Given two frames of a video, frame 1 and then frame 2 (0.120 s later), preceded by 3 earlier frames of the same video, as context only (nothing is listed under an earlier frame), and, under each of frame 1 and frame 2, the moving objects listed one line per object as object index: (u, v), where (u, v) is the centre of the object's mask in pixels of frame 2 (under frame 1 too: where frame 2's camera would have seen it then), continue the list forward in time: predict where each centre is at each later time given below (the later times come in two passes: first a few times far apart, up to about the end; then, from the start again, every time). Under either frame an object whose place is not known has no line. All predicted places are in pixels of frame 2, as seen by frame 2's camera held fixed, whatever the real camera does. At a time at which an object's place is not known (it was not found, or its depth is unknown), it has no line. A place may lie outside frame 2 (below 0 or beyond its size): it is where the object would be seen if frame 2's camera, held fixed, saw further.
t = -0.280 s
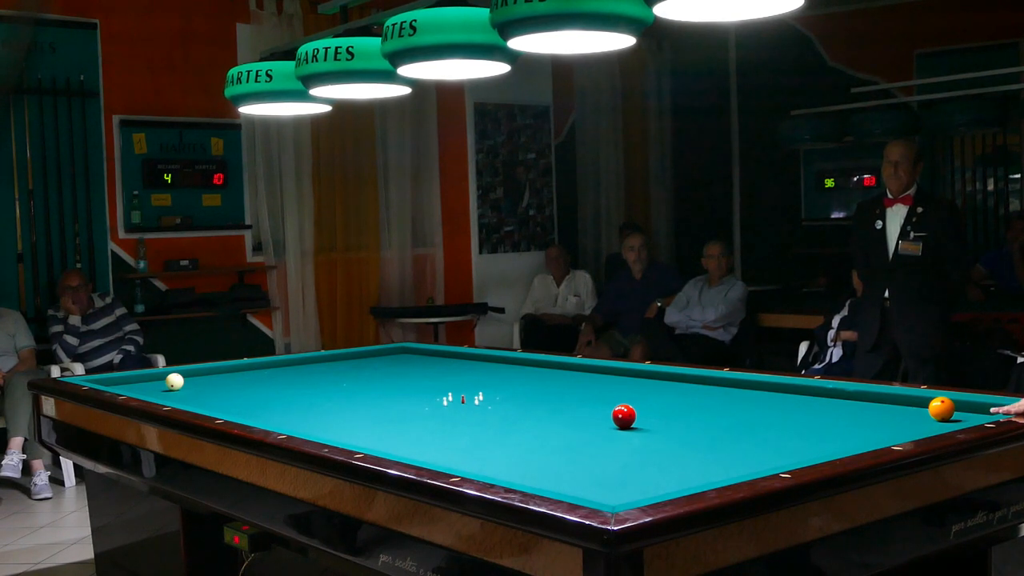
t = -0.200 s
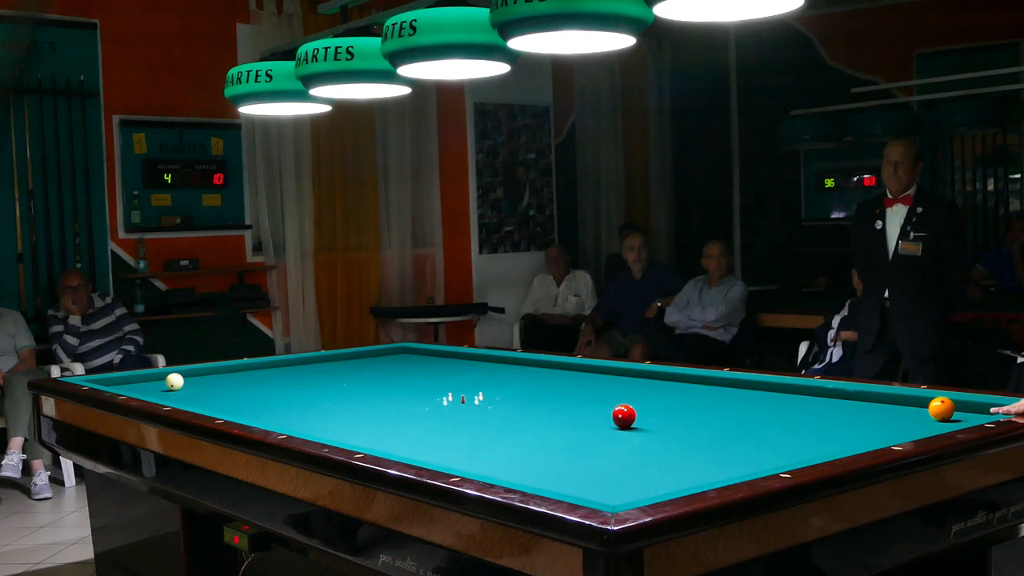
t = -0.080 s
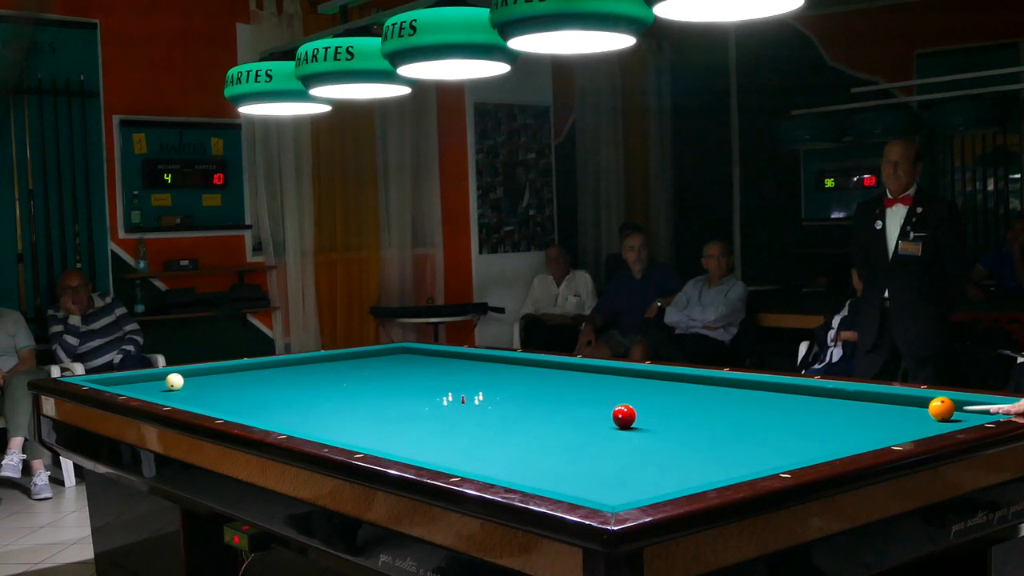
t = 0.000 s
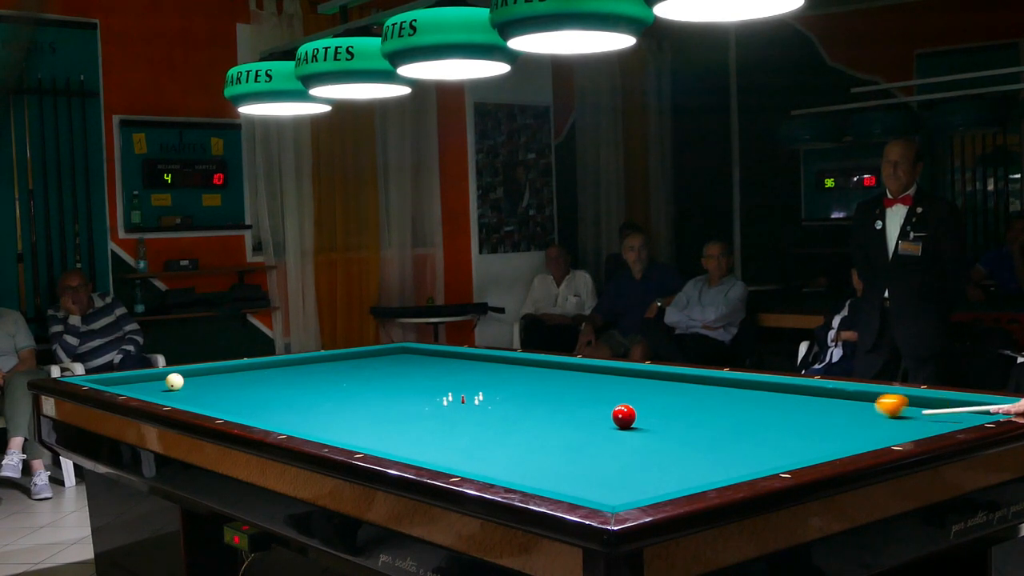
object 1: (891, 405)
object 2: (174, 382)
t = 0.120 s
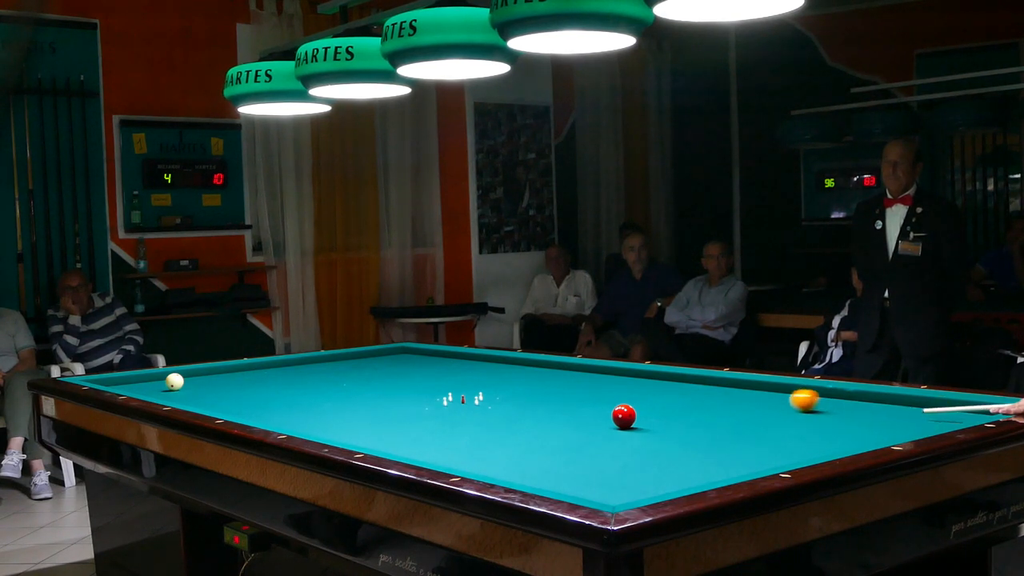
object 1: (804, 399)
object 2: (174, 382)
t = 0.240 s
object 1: (732, 396)
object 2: (174, 382)
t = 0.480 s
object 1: (618, 390)
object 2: (174, 382)
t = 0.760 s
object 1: (504, 384)
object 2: (174, 382)
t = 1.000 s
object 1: (419, 379)
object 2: (174, 382)
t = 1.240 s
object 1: (342, 375)
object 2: (174, 382)
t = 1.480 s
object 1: (273, 372)
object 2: (174, 382)
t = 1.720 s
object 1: (211, 369)
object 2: (174, 382)
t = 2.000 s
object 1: (188, 377)
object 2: (174, 382)
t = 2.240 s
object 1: (186, 380)
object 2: (149, 388)
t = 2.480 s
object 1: (187, 382)
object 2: (141, 390)
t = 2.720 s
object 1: (187, 384)
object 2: (166, 391)
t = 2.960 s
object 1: (186, 382)
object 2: (190, 391)
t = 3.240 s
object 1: (189, 388)
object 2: (218, 390)
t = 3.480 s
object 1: (190, 390)
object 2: (240, 390)
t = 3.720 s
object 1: (190, 392)
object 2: (262, 389)
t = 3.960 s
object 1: (190, 394)
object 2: (283, 389)
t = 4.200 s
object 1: (190, 395)
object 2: (303, 388)
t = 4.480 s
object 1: (191, 397)
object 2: (326, 387)
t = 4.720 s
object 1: (191, 398)
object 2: (344, 387)
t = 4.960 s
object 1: (191, 399)
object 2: (362, 386)
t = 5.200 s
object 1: (190, 400)
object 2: (379, 386)
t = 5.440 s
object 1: (190, 400)
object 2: (396, 385)
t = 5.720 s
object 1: (190, 401)
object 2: (414, 385)
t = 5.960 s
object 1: (190, 402)
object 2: (428, 385)
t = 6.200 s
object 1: (193, 402)
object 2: (442, 384)
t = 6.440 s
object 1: (197, 403)
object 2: (455, 384)
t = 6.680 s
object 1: (200, 403)
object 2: (468, 384)
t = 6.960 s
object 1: (203, 404)
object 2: (481, 383)
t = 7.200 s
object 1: (207, 404)
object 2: (491, 383)
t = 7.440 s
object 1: (208, 404)
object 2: (502, 382)
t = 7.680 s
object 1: (210, 405)
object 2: (511, 382)
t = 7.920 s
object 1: (210, 405)
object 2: (519, 382)
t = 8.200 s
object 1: (210, 405)
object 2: (528, 382)
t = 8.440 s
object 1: (210, 405)
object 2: (535, 382)
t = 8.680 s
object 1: (210, 405)
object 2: (541, 381)
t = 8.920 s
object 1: (210, 405)
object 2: (546, 381)
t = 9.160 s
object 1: (210, 405)
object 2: (551, 381)
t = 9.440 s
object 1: (210, 405)
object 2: (555, 381)
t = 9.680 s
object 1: (210, 405)
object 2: (558, 381)
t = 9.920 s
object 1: (210, 405)
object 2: (560, 381)
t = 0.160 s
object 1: (778, 398)
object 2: (174, 382)
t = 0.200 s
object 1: (755, 397)
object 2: (174, 382)
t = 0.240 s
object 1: (732, 396)
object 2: (174, 382)
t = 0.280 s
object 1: (711, 394)
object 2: (174, 382)
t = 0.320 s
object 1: (690, 394)
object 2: (174, 382)
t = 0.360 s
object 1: (672, 392)
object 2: (174, 382)
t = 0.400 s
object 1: (653, 392)
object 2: (174, 382)
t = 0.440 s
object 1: (635, 390)
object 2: (174, 382)
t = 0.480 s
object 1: (618, 390)
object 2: (174, 382)
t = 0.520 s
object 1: (600, 389)
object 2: (174, 382)
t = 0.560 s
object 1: (584, 388)
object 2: (174, 382)
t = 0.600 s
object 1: (567, 387)
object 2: (174, 382)
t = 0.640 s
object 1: (551, 386)
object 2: (174, 382)
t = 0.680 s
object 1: (535, 386)
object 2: (174, 382)
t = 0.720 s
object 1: (520, 385)
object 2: (174, 382)
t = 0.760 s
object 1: (504, 384)
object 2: (174, 382)
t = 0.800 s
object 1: (490, 383)
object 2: (174, 382)
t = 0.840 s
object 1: (474, 382)
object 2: (174, 382)
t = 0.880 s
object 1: (460, 381)
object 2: (174, 382)
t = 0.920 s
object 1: (446, 381)
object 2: (174, 382)
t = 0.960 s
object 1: (432, 380)
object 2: (174, 382)
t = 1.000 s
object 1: (419, 379)
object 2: (174, 382)
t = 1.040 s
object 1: (405, 379)
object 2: (174, 382)
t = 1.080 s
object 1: (392, 378)
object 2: (174, 382)
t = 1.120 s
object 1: (380, 377)
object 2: (174, 382)
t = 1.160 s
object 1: (366, 377)
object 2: (174, 382)
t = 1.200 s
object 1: (354, 376)
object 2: (174, 382)
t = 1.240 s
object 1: (342, 375)
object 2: (174, 382)
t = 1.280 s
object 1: (330, 374)
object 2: (174, 382)
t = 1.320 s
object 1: (318, 374)
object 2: (174, 382)
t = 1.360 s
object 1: (306, 374)
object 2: (174, 382)
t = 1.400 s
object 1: (295, 373)
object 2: (174, 382)
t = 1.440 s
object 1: (284, 372)
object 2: (174, 382)
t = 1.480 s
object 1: (273, 372)
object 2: (174, 382)
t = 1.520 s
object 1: (262, 371)
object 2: (174, 382)
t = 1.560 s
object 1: (252, 371)
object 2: (174, 382)
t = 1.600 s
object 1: (241, 370)
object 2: (174, 382)
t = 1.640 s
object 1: (231, 370)
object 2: (174, 382)
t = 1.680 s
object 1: (221, 369)
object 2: (174, 382)
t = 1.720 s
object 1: (211, 369)
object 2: (174, 382)
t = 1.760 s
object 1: (204, 369)
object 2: (174, 382)
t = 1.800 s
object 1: (202, 371)
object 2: (174, 382)
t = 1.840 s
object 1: (199, 372)
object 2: (174, 382)
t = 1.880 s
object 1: (196, 373)
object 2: (174, 382)
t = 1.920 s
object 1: (193, 375)
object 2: (174, 382)
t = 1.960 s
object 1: (190, 377)
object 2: (174, 382)
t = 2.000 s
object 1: (188, 377)
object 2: (174, 382)
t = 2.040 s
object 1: (186, 378)
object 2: (172, 382)
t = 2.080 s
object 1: (185, 379)
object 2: (167, 383)
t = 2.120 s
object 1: (185, 379)
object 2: (162, 385)
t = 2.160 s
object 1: (186, 380)
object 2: (157, 386)
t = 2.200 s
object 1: (186, 380)
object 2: (153, 387)
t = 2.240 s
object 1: (186, 380)
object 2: (149, 388)
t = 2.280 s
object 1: (186, 381)
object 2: (145, 388)
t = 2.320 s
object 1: (186, 381)
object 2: (141, 388)
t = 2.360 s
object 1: (186, 381)
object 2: (136, 389)
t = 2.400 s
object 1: (187, 382)
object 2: (132, 389)
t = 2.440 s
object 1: (187, 382)
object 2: (136, 389)
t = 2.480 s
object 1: (187, 382)
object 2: (141, 390)
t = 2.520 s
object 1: (187, 383)
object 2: (146, 390)
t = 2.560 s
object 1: (187, 383)
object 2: (150, 390)
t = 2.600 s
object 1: (187, 383)
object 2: (154, 391)
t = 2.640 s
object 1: (187, 384)
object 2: (158, 391)
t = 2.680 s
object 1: (188, 384)
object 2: (162, 391)
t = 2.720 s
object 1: (187, 384)
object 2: (166, 391)
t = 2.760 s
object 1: (188, 384)
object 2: (170, 391)
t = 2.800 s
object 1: (189, 384)
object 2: (174, 391)
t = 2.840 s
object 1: (190, 384)
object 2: (178, 391)
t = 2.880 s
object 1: (191, 383)
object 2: (182, 391)
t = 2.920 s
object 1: (190, 382)
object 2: (186, 391)
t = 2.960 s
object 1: (186, 382)
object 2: (190, 391)
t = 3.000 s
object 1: (186, 385)
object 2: (195, 391)
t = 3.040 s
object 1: (186, 386)
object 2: (199, 391)
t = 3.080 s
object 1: (187, 387)
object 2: (202, 391)
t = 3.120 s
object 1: (189, 387)
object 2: (206, 390)
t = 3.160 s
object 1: (189, 388)
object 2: (210, 390)
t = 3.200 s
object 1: (189, 388)
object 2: (214, 390)
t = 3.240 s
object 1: (189, 388)
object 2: (218, 390)
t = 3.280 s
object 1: (189, 388)
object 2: (221, 390)
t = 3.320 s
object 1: (189, 389)
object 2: (225, 390)
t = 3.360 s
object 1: (189, 389)
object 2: (229, 390)
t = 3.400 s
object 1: (189, 390)
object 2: (233, 390)
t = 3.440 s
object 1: (190, 390)
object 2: (236, 390)
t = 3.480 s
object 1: (190, 390)
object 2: (240, 390)
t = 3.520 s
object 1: (190, 390)
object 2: (244, 390)
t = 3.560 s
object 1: (190, 391)
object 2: (248, 389)
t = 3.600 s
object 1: (190, 391)
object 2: (251, 389)
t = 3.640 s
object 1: (189, 391)
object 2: (255, 389)
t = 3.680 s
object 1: (190, 392)
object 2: (259, 389)
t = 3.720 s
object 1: (190, 392)
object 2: (262, 389)
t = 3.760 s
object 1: (190, 392)
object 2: (266, 389)
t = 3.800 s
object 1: (190, 393)
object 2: (269, 389)
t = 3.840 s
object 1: (190, 393)
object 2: (272, 389)
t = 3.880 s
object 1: (190, 393)
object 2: (276, 389)
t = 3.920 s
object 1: (190, 393)
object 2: (280, 389)
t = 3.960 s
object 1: (190, 394)
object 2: (283, 389)
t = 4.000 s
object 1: (190, 394)
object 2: (286, 388)
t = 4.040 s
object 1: (190, 394)
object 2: (290, 388)
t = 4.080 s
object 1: (190, 395)
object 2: (293, 388)
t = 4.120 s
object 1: (190, 395)
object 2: (297, 388)
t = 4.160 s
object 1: (190, 395)
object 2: (300, 388)
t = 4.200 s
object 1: (190, 395)
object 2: (303, 388)
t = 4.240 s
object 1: (191, 396)
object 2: (307, 388)
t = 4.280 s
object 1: (191, 396)
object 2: (310, 388)
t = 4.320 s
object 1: (191, 396)
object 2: (313, 388)
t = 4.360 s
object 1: (191, 396)
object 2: (316, 387)
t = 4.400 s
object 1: (191, 396)
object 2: (320, 387)
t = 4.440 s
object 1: (191, 396)
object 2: (322, 387)
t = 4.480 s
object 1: (191, 397)
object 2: (326, 387)
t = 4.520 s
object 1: (191, 397)
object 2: (329, 387)
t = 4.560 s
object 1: (191, 397)
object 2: (332, 387)
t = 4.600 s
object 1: (191, 397)
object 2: (335, 387)
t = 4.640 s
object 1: (191, 397)
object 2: (338, 387)
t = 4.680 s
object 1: (191, 397)
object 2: (341, 387)
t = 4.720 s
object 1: (191, 398)
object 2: (344, 387)
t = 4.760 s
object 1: (191, 398)
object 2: (347, 387)
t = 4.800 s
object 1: (191, 398)
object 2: (350, 387)
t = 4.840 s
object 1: (191, 398)
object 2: (353, 387)
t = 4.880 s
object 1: (191, 398)
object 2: (356, 386)
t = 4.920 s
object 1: (191, 399)
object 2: (359, 386)
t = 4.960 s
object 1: (191, 399)
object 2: (362, 386)
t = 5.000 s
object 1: (191, 399)
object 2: (365, 386)
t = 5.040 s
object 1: (191, 399)
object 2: (368, 386)
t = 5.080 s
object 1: (191, 399)
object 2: (371, 386)
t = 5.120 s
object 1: (191, 399)
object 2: (374, 386)
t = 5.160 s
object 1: (191, 399)
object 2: (377, 386)
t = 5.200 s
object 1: (190, 400)
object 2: (379, 386)
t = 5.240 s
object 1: (190, 400)
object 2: (382, 386)
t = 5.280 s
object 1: (190, 400)
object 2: (385, 386)
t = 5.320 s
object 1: (190, 400)
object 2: (387, 385)
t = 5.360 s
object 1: (190, 400)
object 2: (390, 385)
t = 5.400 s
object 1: (190, 400)
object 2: (393, 385)
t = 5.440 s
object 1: (190, 400)
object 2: (396, 385)
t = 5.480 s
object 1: (190, 400)
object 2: (398, 385)
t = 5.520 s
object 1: (190, 400)
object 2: (401, 385)
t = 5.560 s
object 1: (190, 401)
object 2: (403, 385)
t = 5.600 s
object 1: (190, 401)
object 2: (406, 385)
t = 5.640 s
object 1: (190, 401)
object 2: (408, 385)
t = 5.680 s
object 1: (190, 401)
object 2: (411, 385)
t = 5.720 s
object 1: (190, 401)
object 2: (414, 385)
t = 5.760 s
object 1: (190, 401)
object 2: (416, 385)
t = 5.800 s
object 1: (190, 401)
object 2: (418, 385)
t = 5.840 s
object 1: (190, 401)
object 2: (421, 385)
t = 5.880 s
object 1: (190, 401)
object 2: (423, 385)
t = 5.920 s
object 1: (190, 402)
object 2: (426, 385)
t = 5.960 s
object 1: (190, 402)
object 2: (428, 385)
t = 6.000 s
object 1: (190, 401)
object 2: (431, 384)
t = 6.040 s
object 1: (190, 402)
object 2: (433, 384)
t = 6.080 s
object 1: (191, 402)
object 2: (435, 384)
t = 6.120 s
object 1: (192, 402)
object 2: (438, 384)
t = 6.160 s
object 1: (192, 402)
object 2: (440, 384)
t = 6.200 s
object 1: (193, 402)
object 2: (442, 384)
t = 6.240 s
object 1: (194, 402)
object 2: (444, 384)
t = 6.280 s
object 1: (194, 402)
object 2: (446, 384)
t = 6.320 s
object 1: (195, 402)
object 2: (449, 384)
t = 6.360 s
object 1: (196, 402)
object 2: (451, 384)
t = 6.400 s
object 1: (196, 403)
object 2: (453, 384)
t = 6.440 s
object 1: (197, 403)
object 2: (455, 384)
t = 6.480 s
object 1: (197, 403)
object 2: (457, 384)
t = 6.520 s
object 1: (198, 403)
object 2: (459, 384)
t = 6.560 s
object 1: (199, 403)
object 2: (461, 384)
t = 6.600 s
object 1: (199, 403)
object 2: (463, 384)
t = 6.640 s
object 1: (199, 403)
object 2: (466, 384)
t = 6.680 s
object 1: (200, 403)
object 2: (468, 384)
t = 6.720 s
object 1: (201, 403)
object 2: (469, 383)
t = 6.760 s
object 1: (201, 403)
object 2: (471, 384)
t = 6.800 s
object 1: (202, 403)
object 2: (473, 383)
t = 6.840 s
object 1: (202, 404)
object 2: (475, 383)
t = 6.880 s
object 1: (203, 404)
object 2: (477, 383)
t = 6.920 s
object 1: (203, 404)
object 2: (479, 383)
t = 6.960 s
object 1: (203, 404)
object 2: (481, 383)
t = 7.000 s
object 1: (204, 404)
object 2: (483, 383)
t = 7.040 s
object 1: (205, 404)
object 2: (485, 383)
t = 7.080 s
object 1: (205, 404)
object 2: (486, 383)
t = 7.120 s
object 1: (206, 404)
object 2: (488, 383)
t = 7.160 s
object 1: (206, 404)
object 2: (490, 383)
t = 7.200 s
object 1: (207, 404)
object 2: (491, 383)
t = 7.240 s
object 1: (207, 404)
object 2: (493, 383)
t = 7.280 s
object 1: (207, 404)
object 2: (495, 383)
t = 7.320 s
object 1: (208, 405)
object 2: (497, 383)
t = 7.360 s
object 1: (208, 404)
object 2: (498, 383)
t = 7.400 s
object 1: (208, 404)
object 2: (500, 383)
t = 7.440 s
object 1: (208, 404)
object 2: (502, 382)
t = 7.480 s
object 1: (209, 404)
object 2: (503, 382)
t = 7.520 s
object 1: (209, 405)
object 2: (505, 382)
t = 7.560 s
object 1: (209, 405)
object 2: (506, 382)
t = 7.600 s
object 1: (209, 405)
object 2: (508, 382)
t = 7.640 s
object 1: (209, 405)
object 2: (509, 382)
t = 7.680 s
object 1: (210, 405)
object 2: (511, 382)
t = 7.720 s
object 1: (209, 405)
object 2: (512, 382)
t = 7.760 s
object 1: (210, 405)
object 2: (513, 382)
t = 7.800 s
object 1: (209, 405)
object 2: (515, 382)
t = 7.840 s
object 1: (210, 405)
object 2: (516, 382)
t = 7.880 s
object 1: (209, 405)
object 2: (518, 382)
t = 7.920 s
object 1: (210, 405)
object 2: (519, 382)
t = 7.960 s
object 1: (210, 405)
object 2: (520, 382)
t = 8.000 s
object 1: (210, 405)
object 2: (522, 382)
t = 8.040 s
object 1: (210, 405)
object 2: (523, 382)
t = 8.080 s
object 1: (210, 405)
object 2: (524, 382)
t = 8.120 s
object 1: (210, 405)
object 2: (526, 382)
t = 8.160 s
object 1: (210, 405)
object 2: (527, 382)
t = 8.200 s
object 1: (210, 405)
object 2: (528, 382)
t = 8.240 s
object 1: (210, 405)
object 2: (529, 382)
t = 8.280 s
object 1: (210, 405)
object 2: (530, 382)
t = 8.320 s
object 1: (210, 405)
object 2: (532, 382)
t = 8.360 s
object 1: (210, 405)
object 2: (533, 382)
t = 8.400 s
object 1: (210, 405)
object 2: (534, 382)
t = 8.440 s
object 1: (210, 405)
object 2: (535, 382)
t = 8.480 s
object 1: (210, 405)
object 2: (536, 381)
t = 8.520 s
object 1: (210, 405)
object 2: (537, 382)
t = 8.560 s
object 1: (210, 405)
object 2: (538, 382)
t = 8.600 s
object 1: (210, 405)
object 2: (539, 382)
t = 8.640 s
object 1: (210, 405)
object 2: (540, 382)
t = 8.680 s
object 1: (210, 405)
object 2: (541, 381)
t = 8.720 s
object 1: (210, 405)
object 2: (542, 381)
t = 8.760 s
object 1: (210, 405)
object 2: (543, 382)
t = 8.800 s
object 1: (210, 405)
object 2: (544, 382)
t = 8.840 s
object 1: (210, 405)
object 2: (545, 382)
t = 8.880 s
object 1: (210, 405)
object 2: (545, 381)
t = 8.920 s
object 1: (210, 405)
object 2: (546, 381)
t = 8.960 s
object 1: (210, 405)
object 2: (547, 381)
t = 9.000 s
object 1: (210, 405)
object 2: (548, 381)
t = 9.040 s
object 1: (210, 405)
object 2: (548, 381)
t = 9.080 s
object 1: (210, 405)
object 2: (549, 381)
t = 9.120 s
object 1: (210, 405)
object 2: (550, 381)
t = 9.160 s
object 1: (210, 405)
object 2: (551, 381)
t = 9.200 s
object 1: (210, 405)
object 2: (551, 381)
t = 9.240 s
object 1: (210, 405)
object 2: (552, 381)
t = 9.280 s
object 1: (210, 405)
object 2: (553, 381)
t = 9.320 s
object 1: (210, 405)
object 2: (553, 381)
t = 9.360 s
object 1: (210, 405)
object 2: (554, 381)
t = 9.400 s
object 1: (210, 405)
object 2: (554, 381)
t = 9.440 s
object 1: (210, 405)
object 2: (555, 381)
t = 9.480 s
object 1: (210, 405)
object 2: (555, 381)
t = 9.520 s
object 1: (210, 405)
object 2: (556, 381)
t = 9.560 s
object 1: (210, 405)
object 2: (556, 381)
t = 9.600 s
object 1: (210, 405)
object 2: (557, 381)
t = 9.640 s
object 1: (210, 405)
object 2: (557, 381)
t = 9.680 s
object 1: (210, 405)
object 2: (558, 381)
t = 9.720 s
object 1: (210, 405)
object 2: (558, 381)
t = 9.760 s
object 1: (210, 405)
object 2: (559, 381)
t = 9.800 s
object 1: (210, 405)
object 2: (559, 381)
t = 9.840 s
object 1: (210, 405)
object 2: (559, 381)
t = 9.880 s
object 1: (210, 405)
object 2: (560, 381)
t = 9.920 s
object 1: (210, 405)
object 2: (560, 381)
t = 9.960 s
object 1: (210, 405)
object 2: (560, 381)
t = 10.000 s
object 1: (210, 405)
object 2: (560, 381)
